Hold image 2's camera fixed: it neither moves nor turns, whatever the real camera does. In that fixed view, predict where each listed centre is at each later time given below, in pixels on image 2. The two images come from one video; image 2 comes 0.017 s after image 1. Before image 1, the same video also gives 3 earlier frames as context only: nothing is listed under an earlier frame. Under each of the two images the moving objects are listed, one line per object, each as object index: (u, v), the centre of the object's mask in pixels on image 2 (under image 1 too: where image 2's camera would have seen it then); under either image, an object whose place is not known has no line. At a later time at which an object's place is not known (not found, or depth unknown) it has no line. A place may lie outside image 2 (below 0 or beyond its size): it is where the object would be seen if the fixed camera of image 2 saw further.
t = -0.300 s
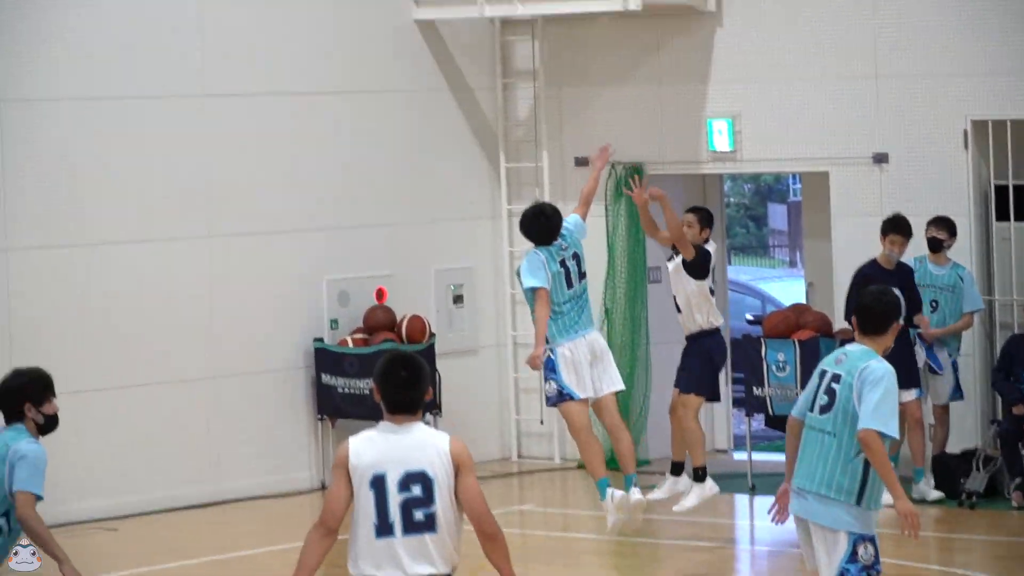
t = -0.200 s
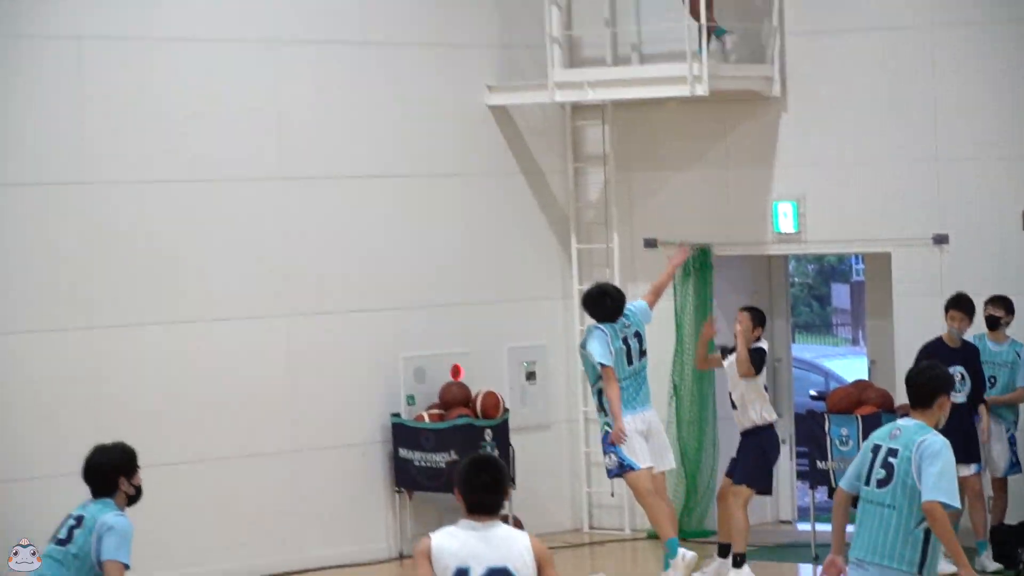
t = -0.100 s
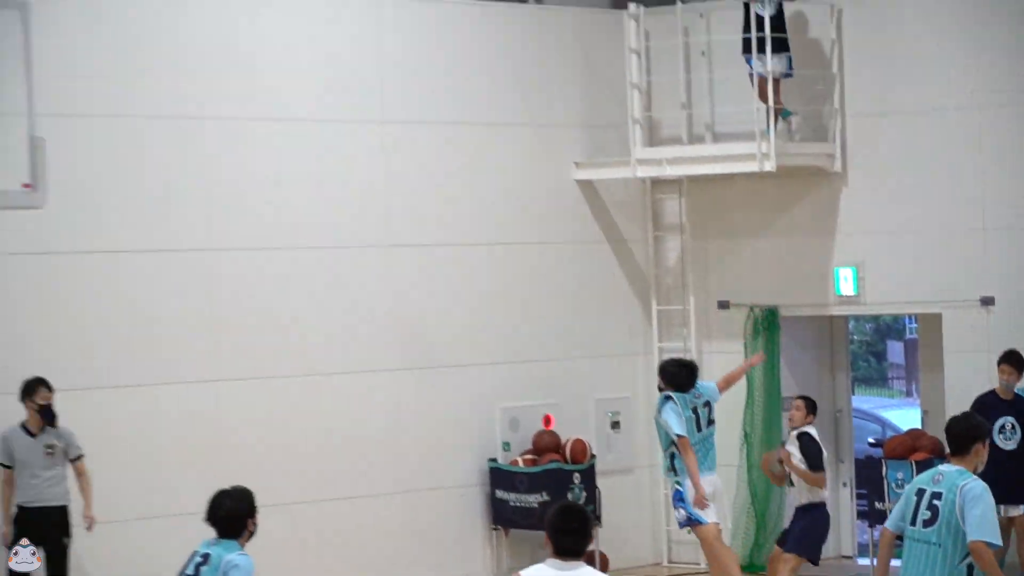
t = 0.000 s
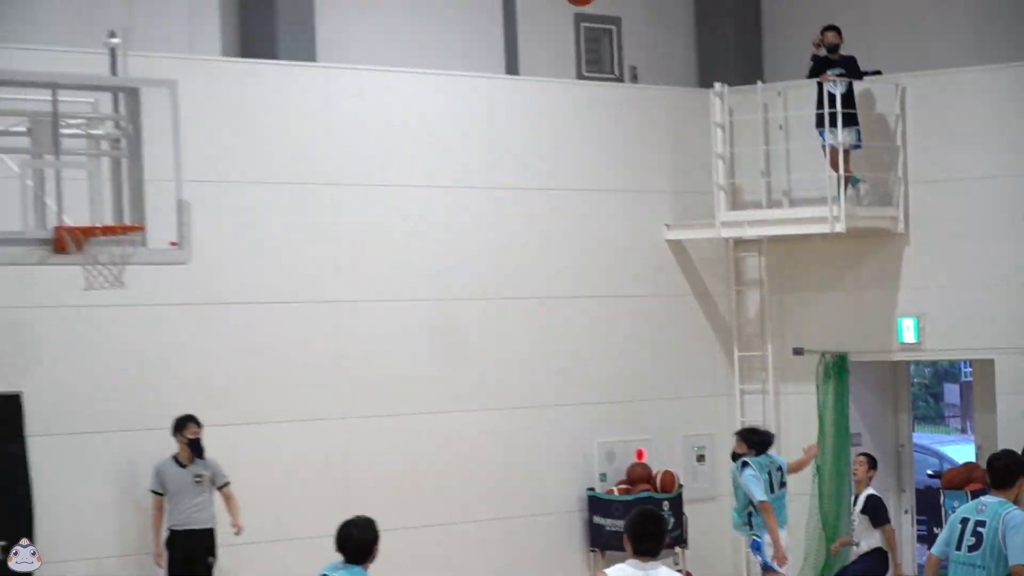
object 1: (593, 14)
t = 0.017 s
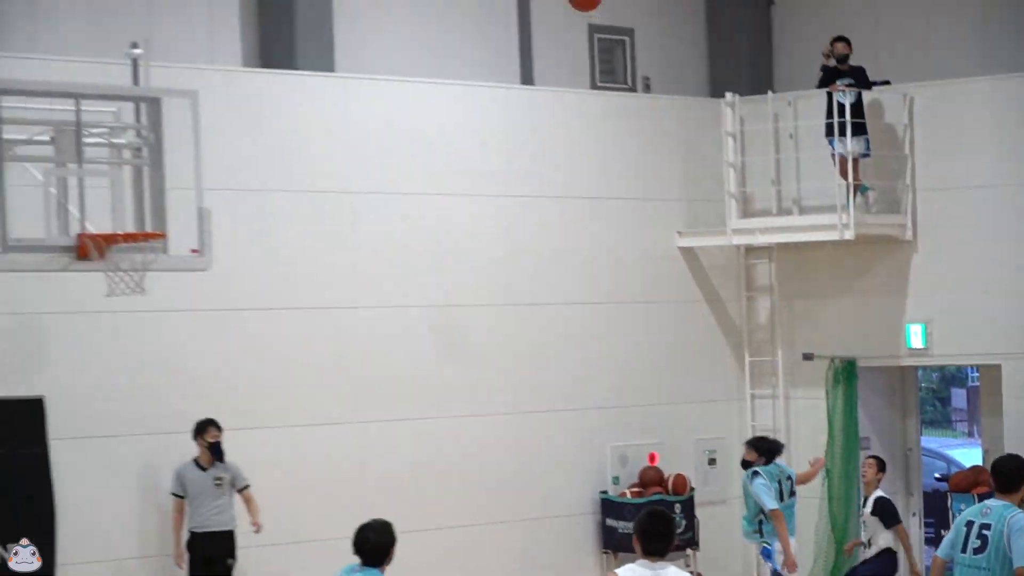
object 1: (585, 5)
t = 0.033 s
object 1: (576, -3)
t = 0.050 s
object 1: (568, -11)
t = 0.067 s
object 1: (559, -18)
